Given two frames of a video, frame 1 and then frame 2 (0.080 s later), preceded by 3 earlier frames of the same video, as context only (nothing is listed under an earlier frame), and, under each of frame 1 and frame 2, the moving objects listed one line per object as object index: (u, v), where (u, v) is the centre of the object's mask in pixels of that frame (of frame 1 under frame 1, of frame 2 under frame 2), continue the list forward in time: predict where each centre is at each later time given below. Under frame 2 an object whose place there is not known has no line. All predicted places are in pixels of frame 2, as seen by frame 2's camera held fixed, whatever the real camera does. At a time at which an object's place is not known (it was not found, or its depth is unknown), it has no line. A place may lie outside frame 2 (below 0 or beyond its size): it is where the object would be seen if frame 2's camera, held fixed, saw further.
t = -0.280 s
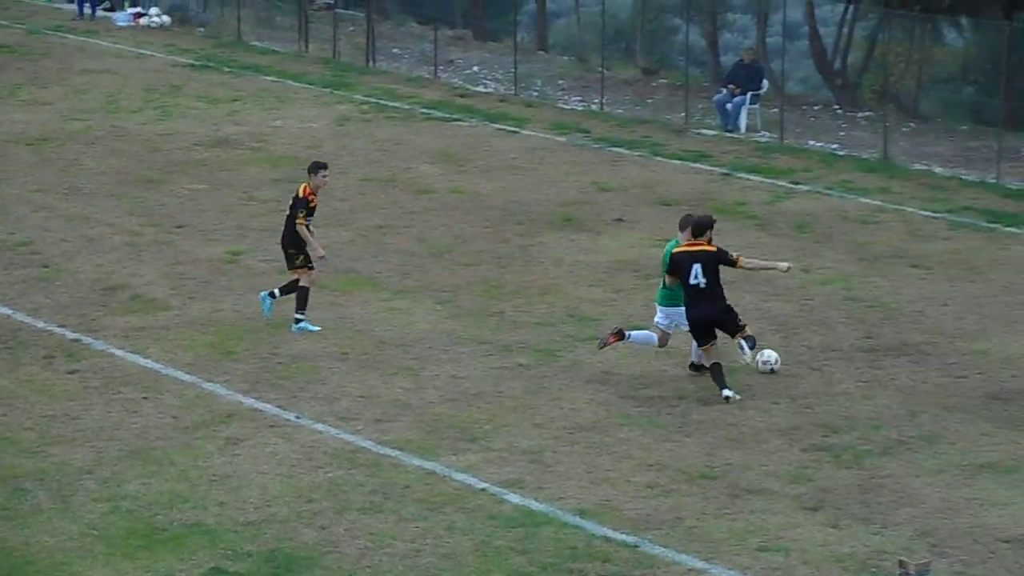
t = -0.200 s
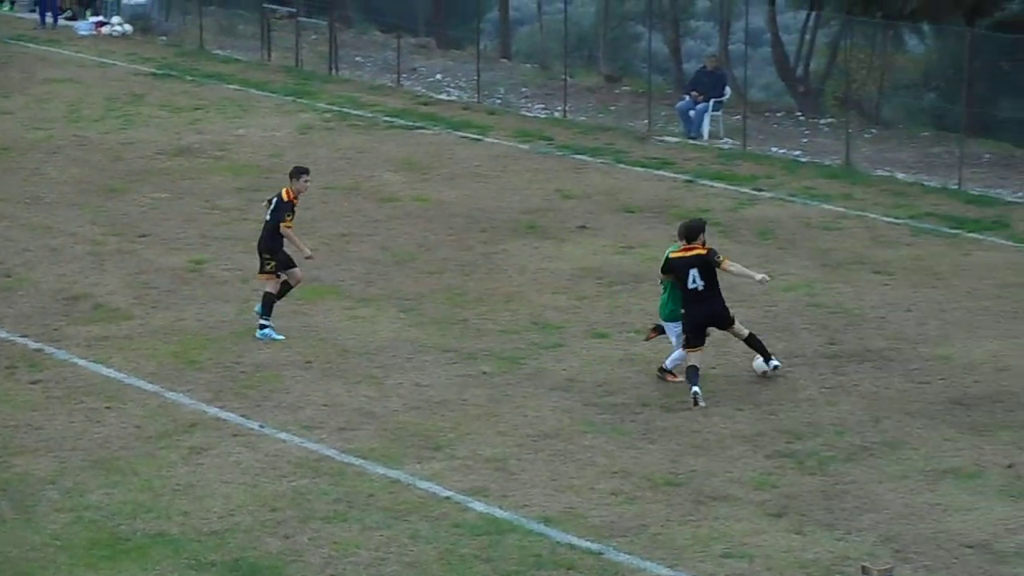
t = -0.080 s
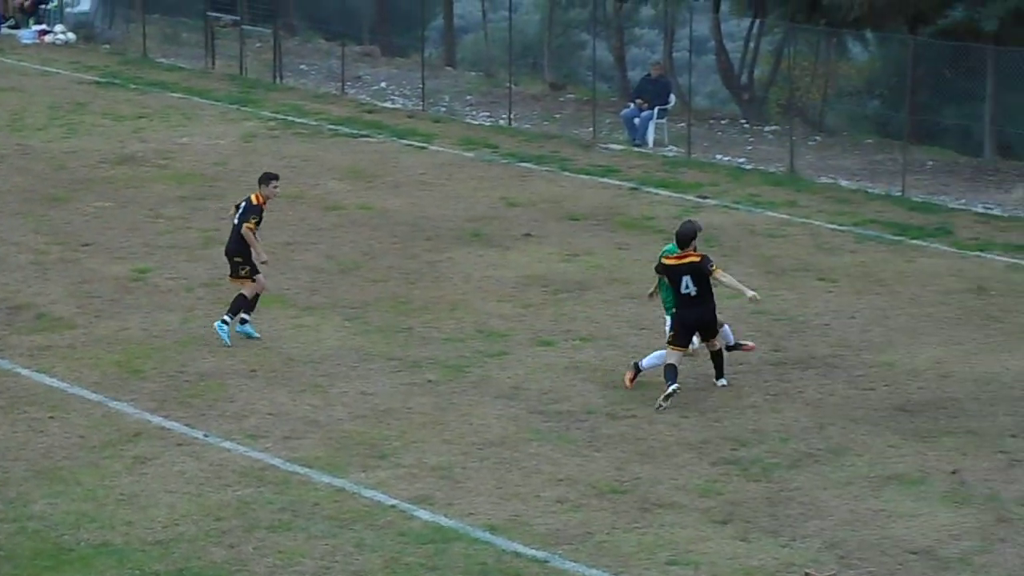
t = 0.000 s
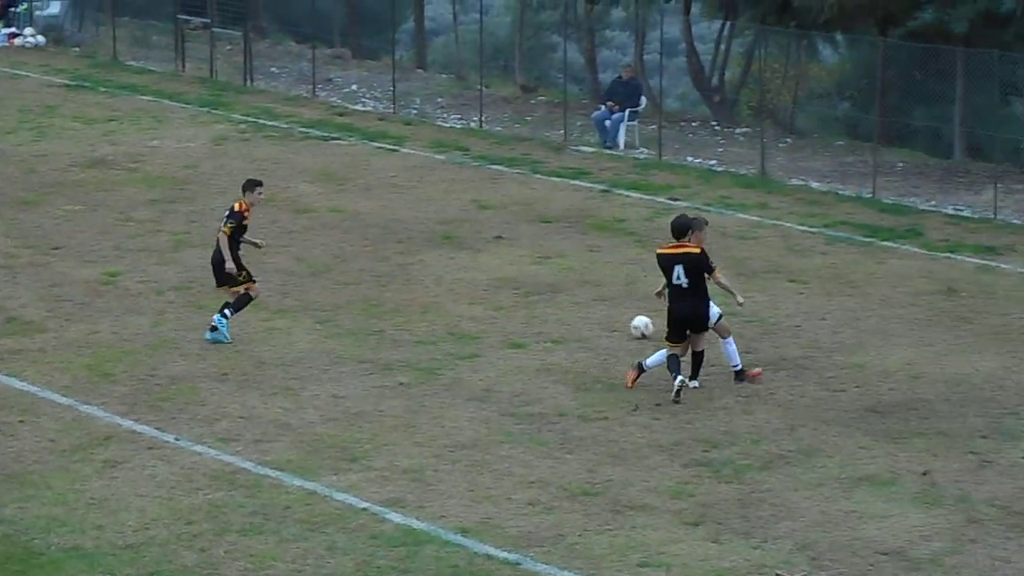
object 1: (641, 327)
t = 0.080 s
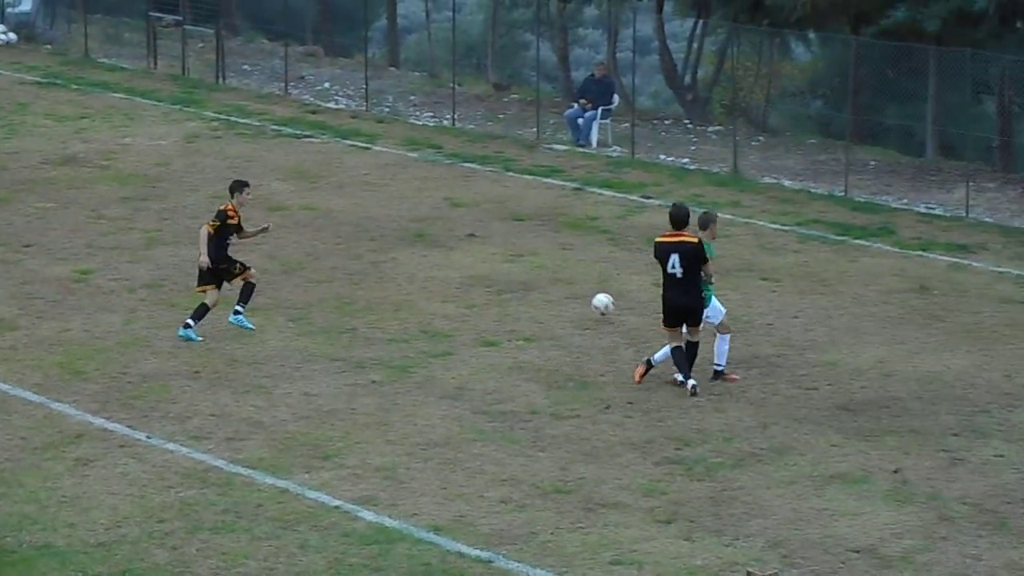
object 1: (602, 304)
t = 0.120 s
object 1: (595, 296)
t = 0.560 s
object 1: (552, 241)
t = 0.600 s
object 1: (550, 232)
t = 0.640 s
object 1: (548, 224)
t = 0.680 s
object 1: (548, 217)
